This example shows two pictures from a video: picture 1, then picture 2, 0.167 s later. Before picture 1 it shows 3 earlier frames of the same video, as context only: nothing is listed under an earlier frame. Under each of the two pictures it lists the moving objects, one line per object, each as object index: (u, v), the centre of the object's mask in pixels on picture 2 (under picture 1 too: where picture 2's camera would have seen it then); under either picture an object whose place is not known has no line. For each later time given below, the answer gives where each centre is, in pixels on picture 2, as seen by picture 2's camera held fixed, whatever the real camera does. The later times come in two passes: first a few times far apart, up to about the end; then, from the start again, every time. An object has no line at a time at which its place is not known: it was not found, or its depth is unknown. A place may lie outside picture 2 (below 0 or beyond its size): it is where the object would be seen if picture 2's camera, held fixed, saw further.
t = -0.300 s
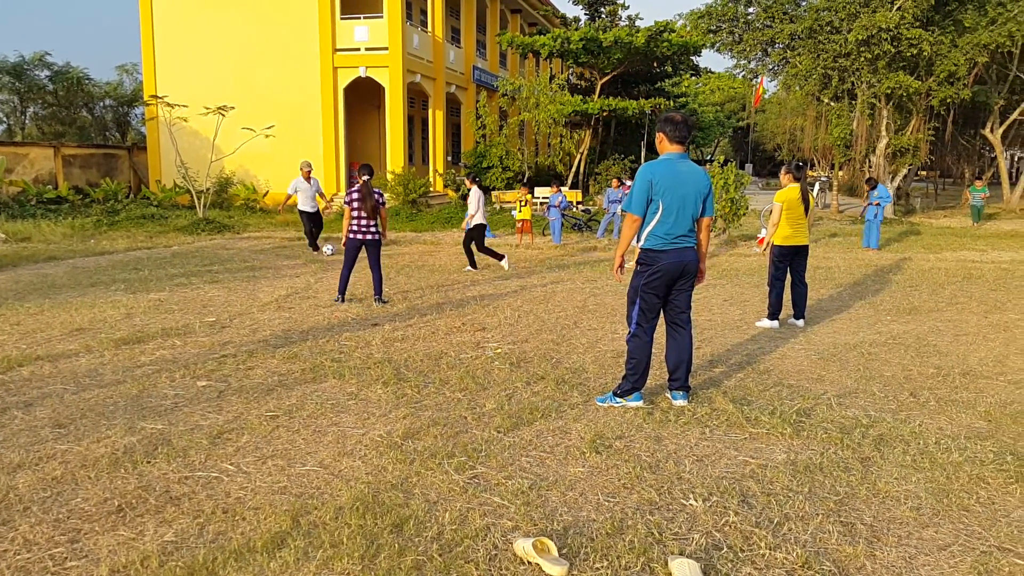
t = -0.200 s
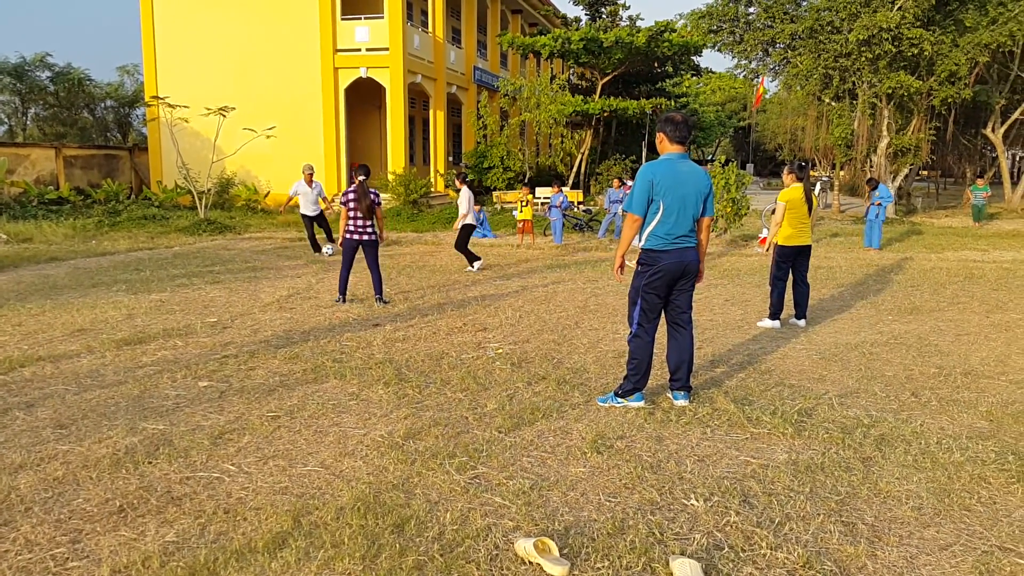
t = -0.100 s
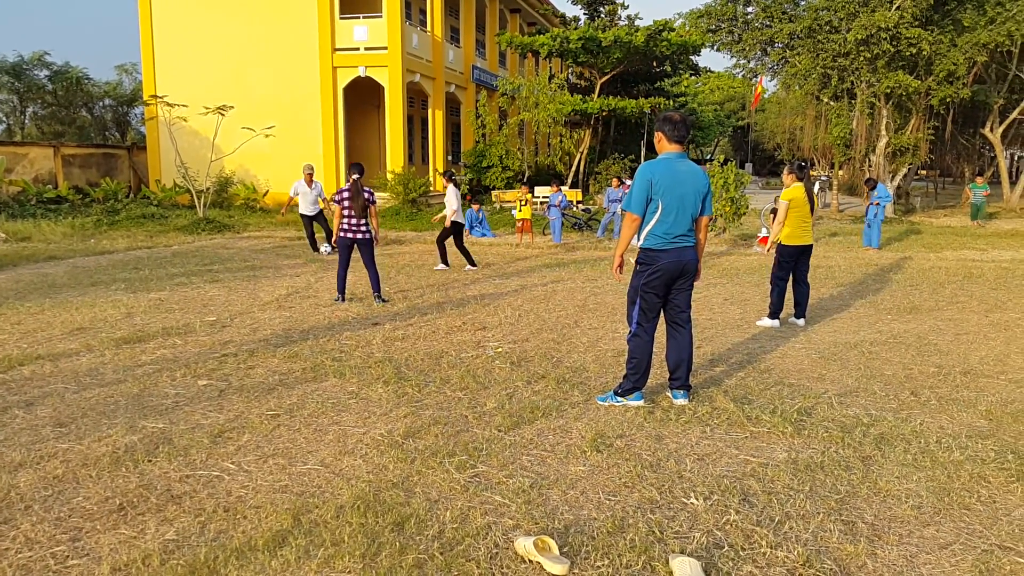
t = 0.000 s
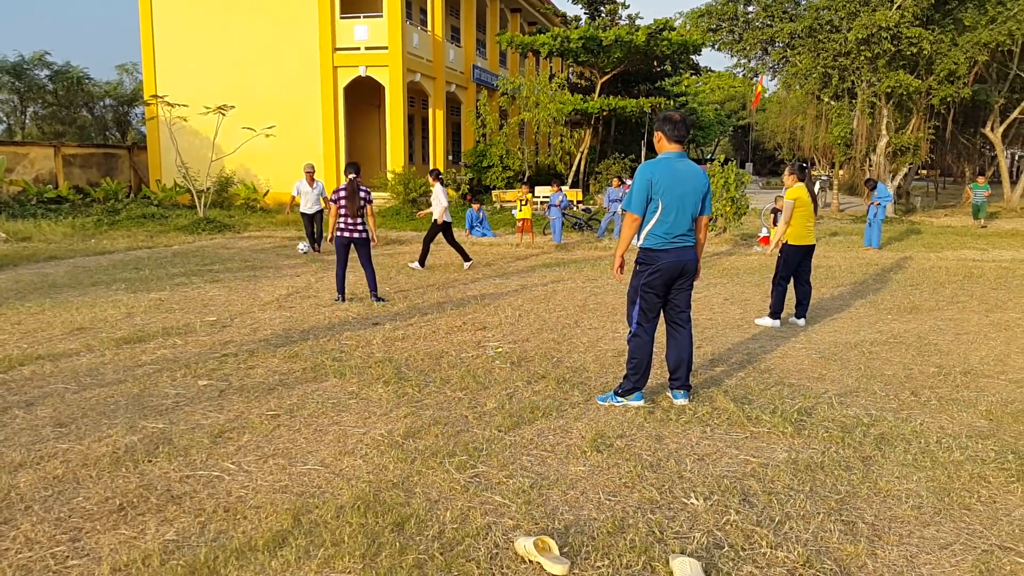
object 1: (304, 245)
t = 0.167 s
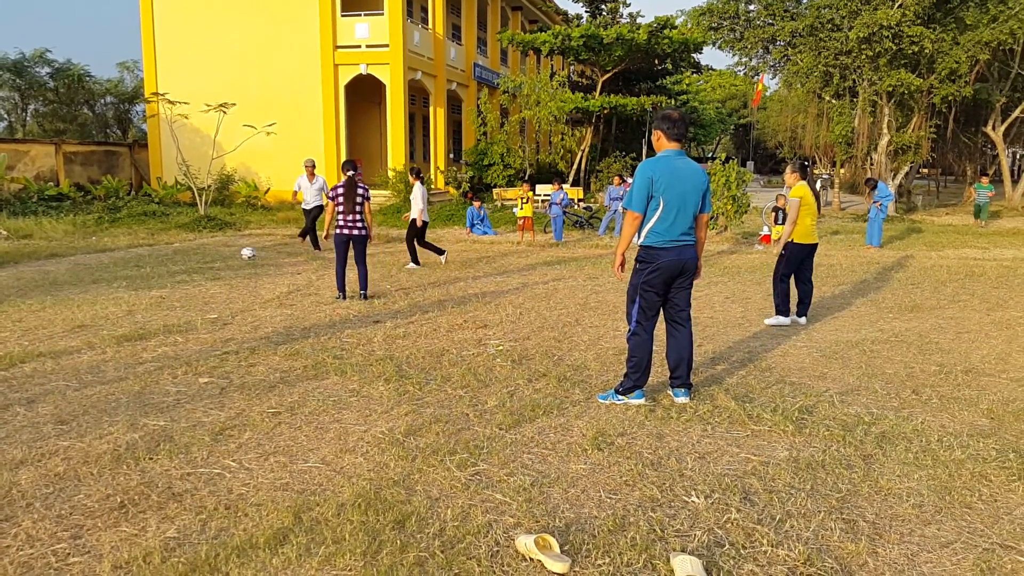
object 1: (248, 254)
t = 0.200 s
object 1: (236, 255)
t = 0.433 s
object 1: (155, 259)
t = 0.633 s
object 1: (88, 260)
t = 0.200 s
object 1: (236, 255)
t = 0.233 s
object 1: (225, 254)
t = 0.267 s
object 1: (214, 253)
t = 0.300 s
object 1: (203, 252)
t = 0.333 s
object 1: (191, 253)
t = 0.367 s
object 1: (179, 254)
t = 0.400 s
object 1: (167, 256)
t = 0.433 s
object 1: (155, 259)
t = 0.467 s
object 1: (143, 262)
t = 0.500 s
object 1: (130, 266)
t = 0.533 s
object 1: (119, 265)
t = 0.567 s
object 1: (109, 262)
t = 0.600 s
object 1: (99, 261)
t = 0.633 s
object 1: (88, 260)
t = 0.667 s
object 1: (78, 259)
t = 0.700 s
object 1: (66, 260)
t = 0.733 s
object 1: (54, 262)
